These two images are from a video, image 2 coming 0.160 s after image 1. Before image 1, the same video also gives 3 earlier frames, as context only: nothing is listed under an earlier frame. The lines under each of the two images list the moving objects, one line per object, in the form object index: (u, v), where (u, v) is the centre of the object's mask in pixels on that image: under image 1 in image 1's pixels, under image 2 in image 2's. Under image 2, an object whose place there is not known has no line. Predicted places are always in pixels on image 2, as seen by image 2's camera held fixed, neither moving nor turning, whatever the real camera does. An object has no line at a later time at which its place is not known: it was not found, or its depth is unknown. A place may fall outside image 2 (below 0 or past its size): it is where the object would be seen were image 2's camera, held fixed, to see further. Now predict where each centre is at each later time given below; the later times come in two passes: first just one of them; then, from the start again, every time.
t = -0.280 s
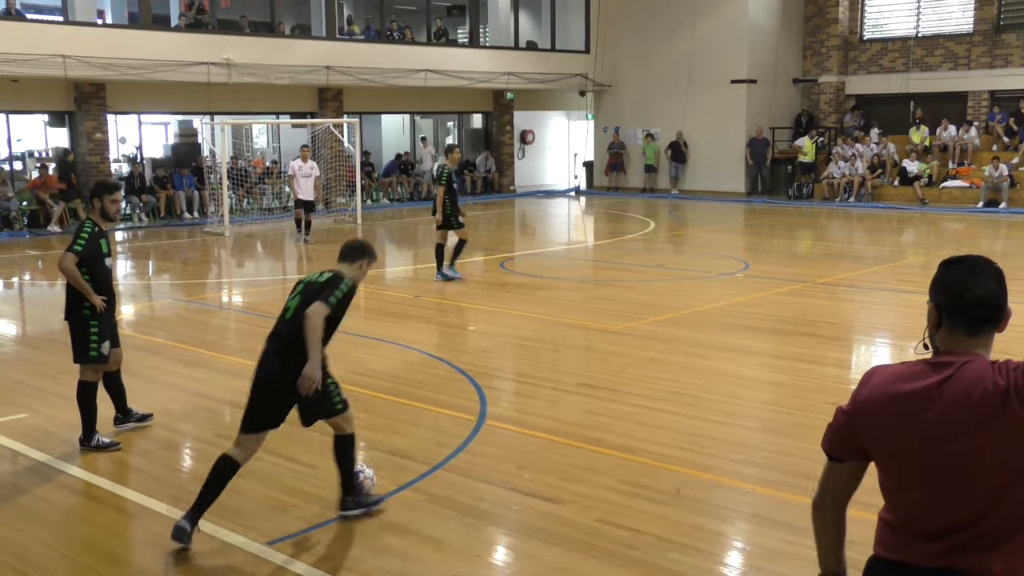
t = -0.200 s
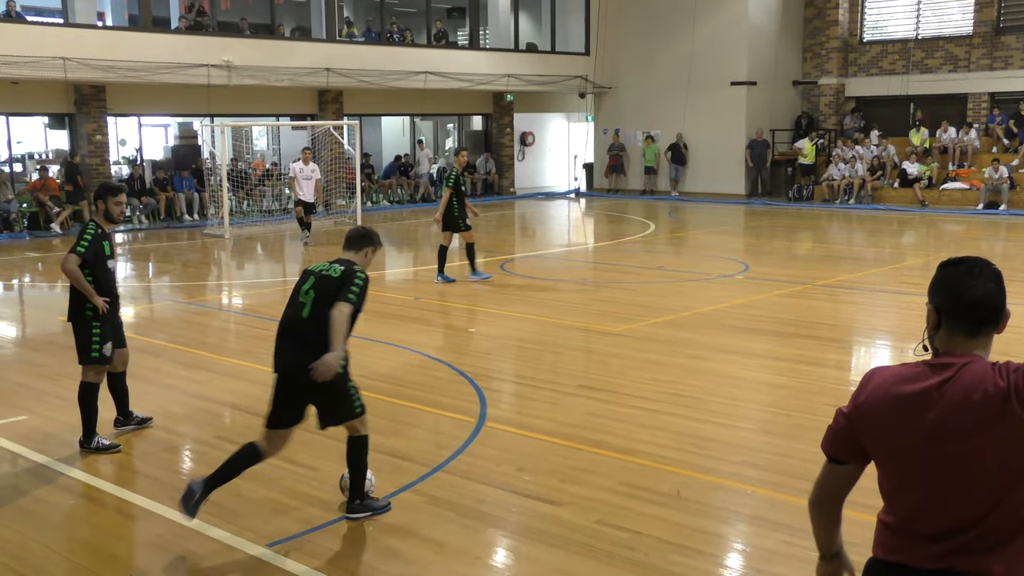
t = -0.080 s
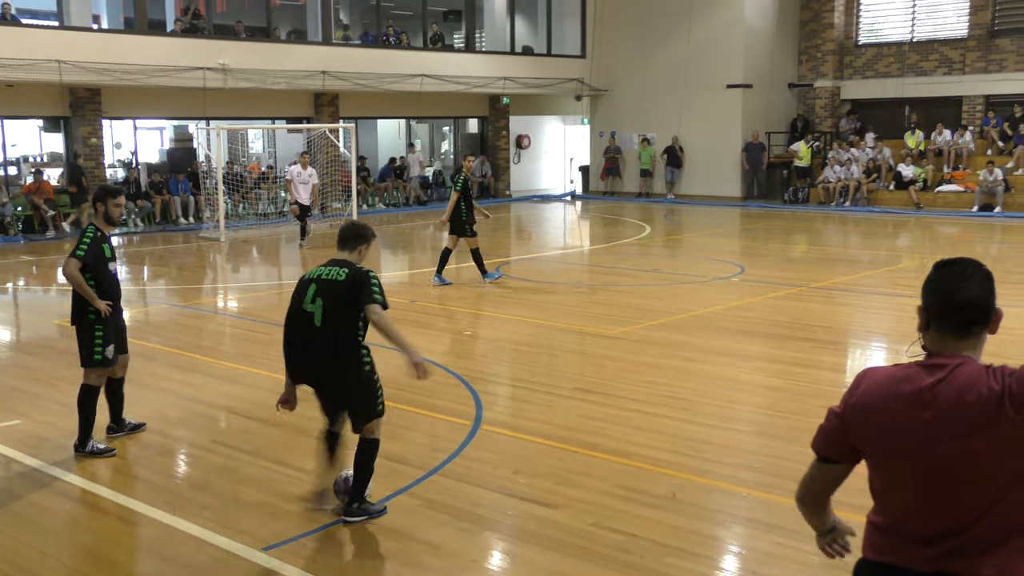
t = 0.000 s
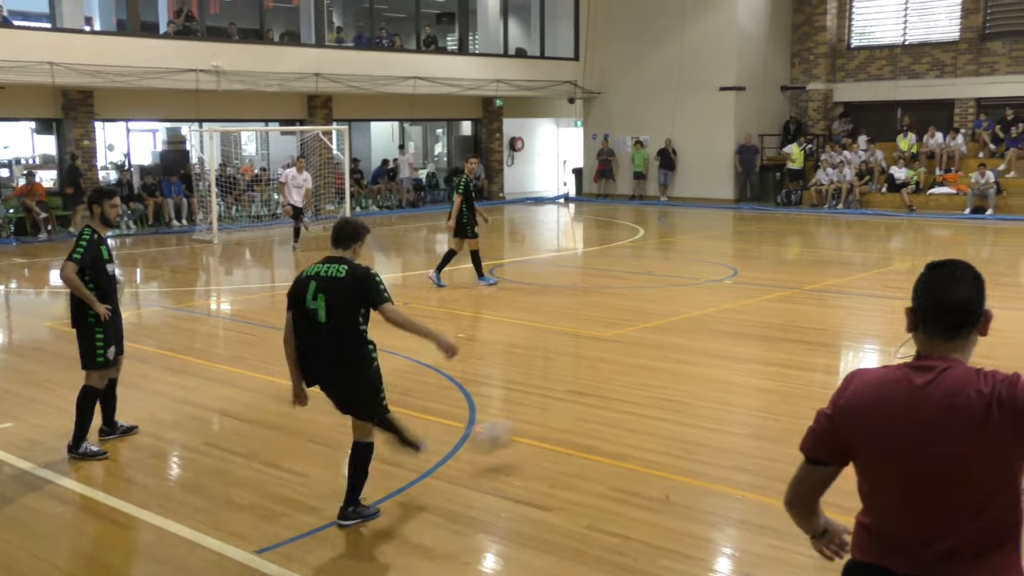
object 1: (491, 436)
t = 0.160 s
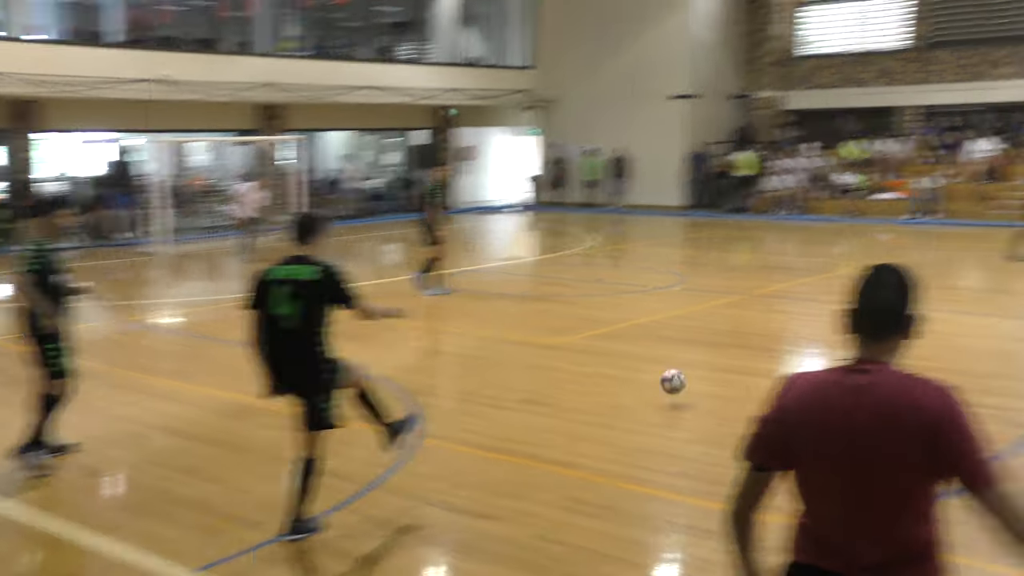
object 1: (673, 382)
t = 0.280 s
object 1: (797, 356)
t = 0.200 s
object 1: (719, 375)
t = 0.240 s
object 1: (760, 369)
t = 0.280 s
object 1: (797, 356)
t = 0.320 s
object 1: (824, 347)
